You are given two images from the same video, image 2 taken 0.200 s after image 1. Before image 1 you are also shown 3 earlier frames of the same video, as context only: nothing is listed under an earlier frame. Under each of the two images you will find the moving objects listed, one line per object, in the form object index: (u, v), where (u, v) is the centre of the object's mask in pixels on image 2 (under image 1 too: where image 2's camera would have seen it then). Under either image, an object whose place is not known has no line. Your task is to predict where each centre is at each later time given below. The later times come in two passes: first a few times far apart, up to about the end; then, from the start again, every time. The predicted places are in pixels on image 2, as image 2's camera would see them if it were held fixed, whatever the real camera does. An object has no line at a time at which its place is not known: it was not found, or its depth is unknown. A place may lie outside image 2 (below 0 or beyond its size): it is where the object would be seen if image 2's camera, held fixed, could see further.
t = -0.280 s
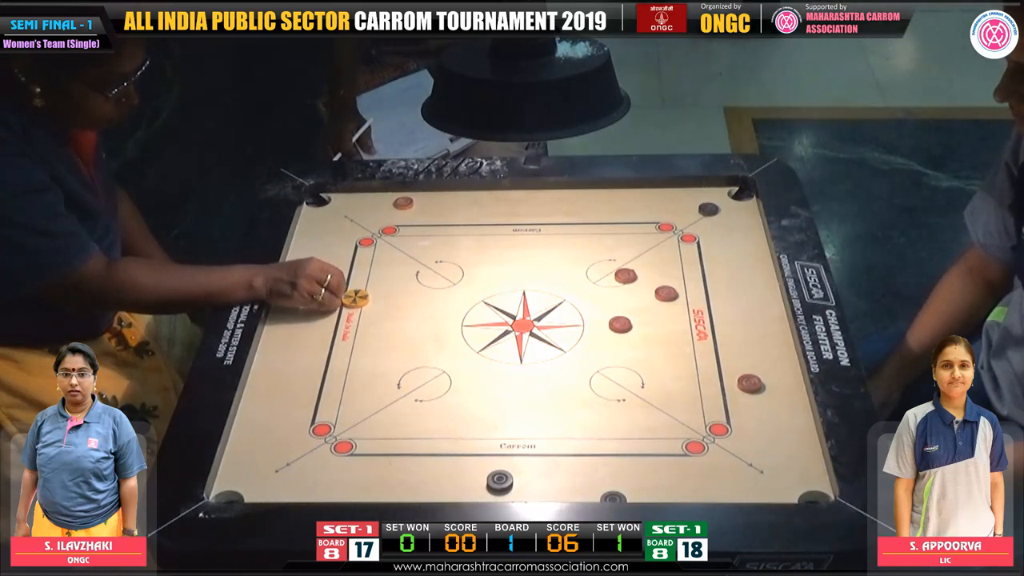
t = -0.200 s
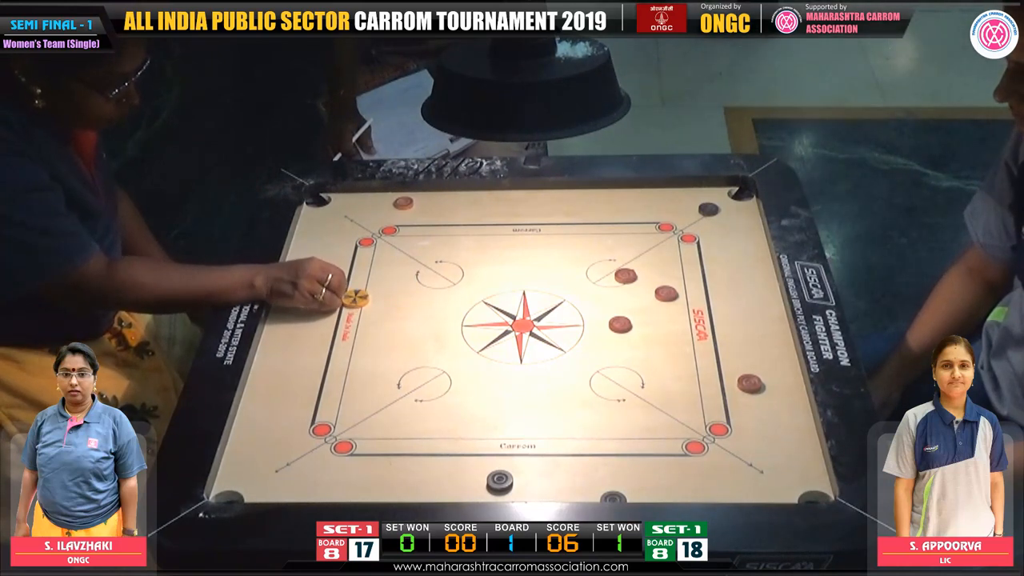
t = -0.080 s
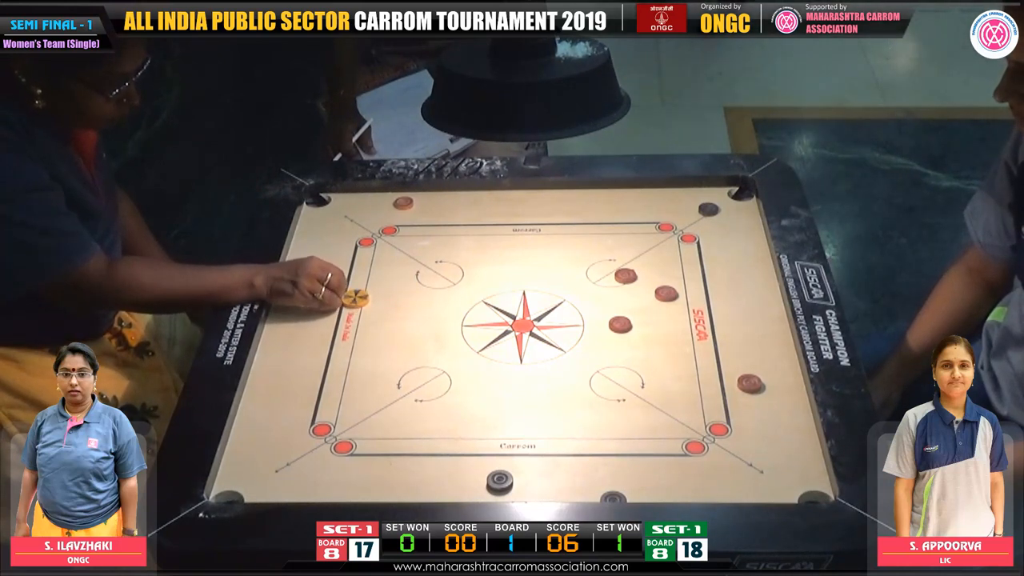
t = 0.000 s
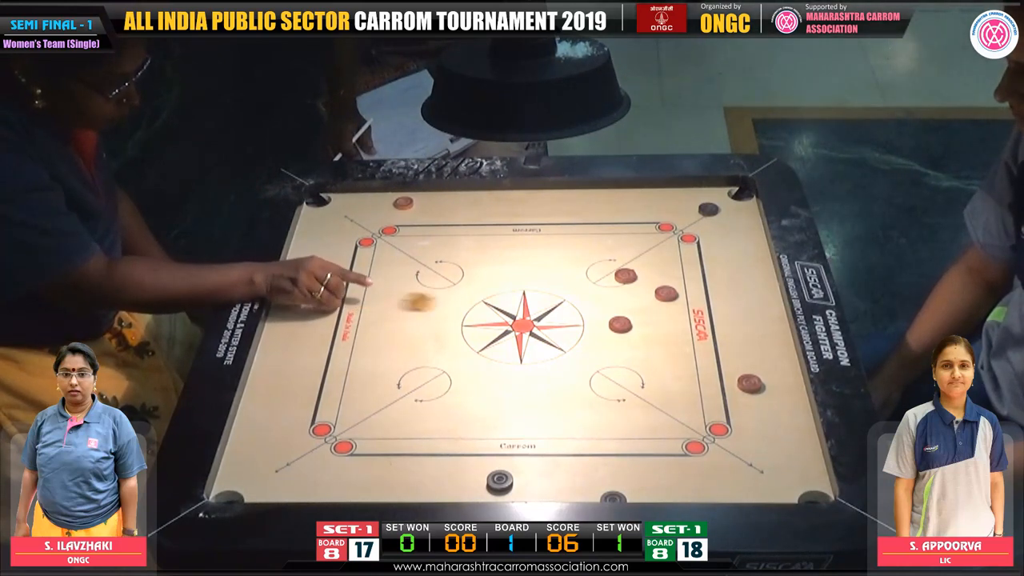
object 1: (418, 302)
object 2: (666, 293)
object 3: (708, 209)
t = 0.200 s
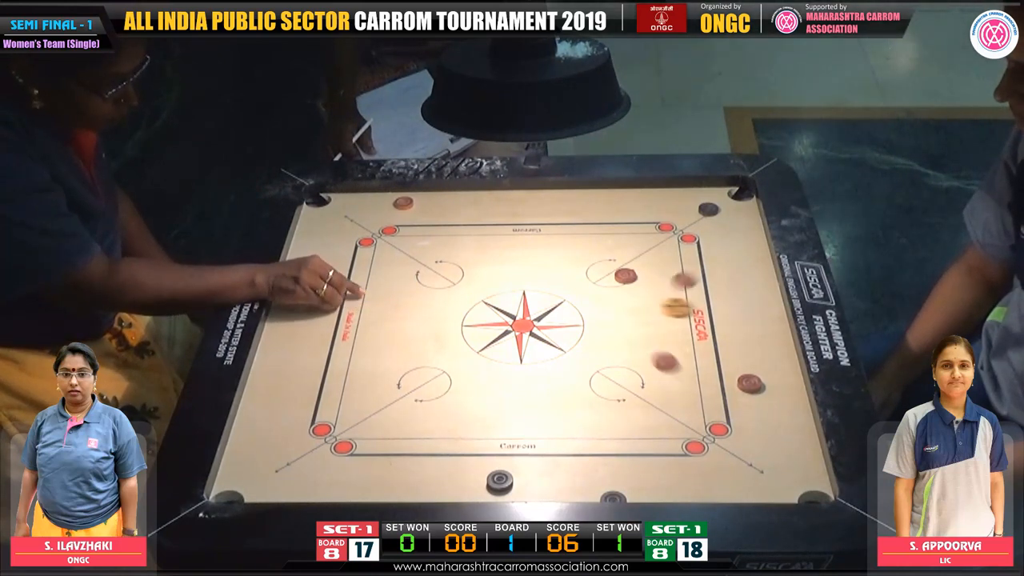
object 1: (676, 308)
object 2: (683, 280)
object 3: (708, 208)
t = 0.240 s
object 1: (711, 310)
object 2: (710, 261)
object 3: (708, 209)
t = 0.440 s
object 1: (695, 323)
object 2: (727, 212)
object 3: (677, 198)
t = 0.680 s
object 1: (569, 336)
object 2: (727, 211)
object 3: (612, 211)
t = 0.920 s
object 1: (478, 344)
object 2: (726, 211)
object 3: (590, 219)
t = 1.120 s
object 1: (430, 346)
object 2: (726, 211)
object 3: (590, 219)
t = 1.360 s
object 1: (407, 346)
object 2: (726, 211)
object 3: (590, 219)
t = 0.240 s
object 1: (711, 310)
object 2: (710, 261)
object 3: (708, 209)
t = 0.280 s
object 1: (743, 312)
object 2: (731, 245)
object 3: (708, 209)
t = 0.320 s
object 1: (770, 314)
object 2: (751, 229)
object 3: (708, 209)
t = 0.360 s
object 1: (745, 318)
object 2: (735, 218)
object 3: (708, 209)
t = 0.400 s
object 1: (720, 321)
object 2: (727, 213)
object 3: (696, 205)
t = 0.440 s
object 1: (695, 323)
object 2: (727, 212)
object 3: (677, 198)
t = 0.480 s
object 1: (672, 326)
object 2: (726, 211)
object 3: (661, 192)
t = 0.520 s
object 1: (649, 328)
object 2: (726, 211)
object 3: (648, 195)
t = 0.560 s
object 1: (627, 331)
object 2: (726, 211)
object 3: (638, 200)
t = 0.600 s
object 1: (607, 333)
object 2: (726, 211)
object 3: (628, 204)
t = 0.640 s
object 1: (588, 335)
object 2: (727, 211)
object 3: (620, 208)
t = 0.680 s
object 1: (569, 336)
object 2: (727, 211)
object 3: (612, 211)
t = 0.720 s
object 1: (551, 338)
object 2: (726, 211)
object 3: (606, 213)
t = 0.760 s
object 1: (535, 340)
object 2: (726, 211)
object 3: (600, 216)
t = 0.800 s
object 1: (519, 341)
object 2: (726, 211)
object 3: (596, 217)
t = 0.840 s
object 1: (504, 342)
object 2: (726, 211)
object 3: (593, 218)
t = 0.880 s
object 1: (490, 343)
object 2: (726, 211)
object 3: (591, 219)
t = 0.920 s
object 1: (478, 344)
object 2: (726, 211)
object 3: (590, 219)
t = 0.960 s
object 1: (466, 344)
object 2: (726, 211)
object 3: (590, 219)
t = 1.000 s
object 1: (455, 345)
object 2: (726, 211)
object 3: (590, 219)
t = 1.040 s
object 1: (445, 345)
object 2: (726, 211)
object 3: (590, 219)
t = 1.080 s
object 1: (437, 346)
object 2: (726, 211)
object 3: (590, 219)
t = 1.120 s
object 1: (430, 346)
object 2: (726, 211)
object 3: (590, 219)
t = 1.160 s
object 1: (423, 346)
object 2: (726, 211)
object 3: (590, 219)
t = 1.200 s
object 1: (418, 346)
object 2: (726, 211)
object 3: (590, 219)
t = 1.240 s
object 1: (413, 347)
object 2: (726, 211)
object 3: (590, 219)
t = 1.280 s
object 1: (410, 346)
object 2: (726, 211)
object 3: (590, 219)
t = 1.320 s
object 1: (408, 347)
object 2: (726, 211)
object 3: (590, 219)
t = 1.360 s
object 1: (407, 346)
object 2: (726, 211)
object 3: (590, 219)
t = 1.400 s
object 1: (406, 346)
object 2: (726, 211)
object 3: (590, 219)
